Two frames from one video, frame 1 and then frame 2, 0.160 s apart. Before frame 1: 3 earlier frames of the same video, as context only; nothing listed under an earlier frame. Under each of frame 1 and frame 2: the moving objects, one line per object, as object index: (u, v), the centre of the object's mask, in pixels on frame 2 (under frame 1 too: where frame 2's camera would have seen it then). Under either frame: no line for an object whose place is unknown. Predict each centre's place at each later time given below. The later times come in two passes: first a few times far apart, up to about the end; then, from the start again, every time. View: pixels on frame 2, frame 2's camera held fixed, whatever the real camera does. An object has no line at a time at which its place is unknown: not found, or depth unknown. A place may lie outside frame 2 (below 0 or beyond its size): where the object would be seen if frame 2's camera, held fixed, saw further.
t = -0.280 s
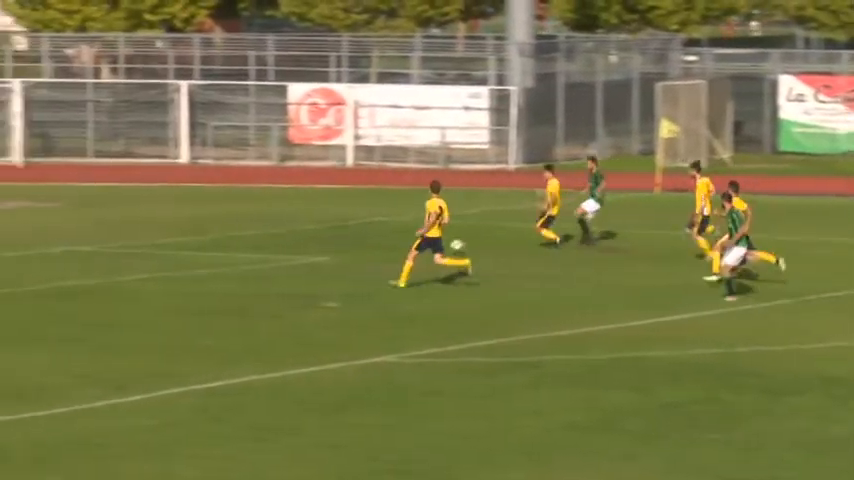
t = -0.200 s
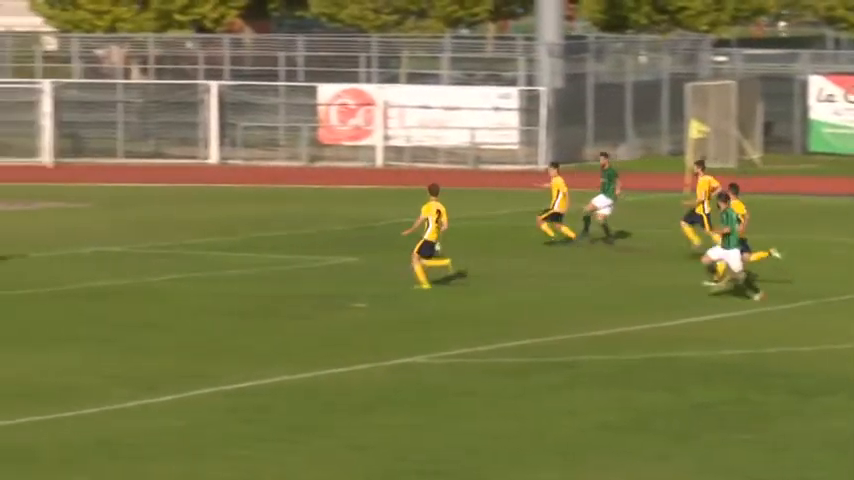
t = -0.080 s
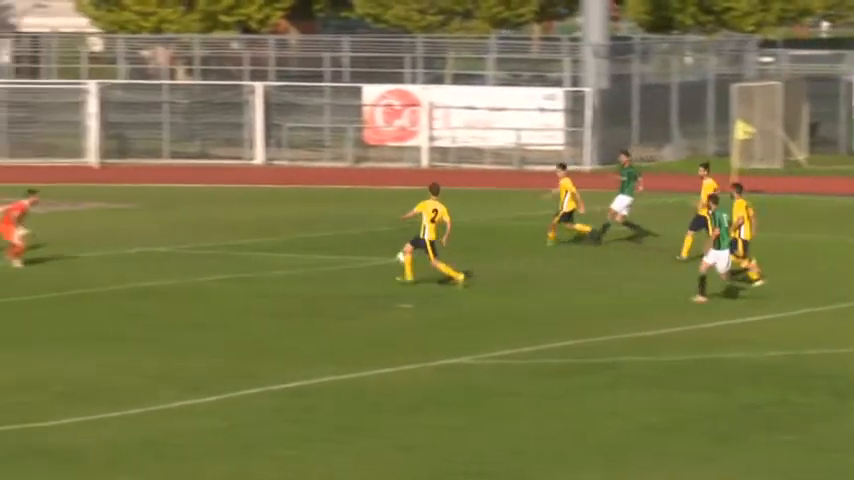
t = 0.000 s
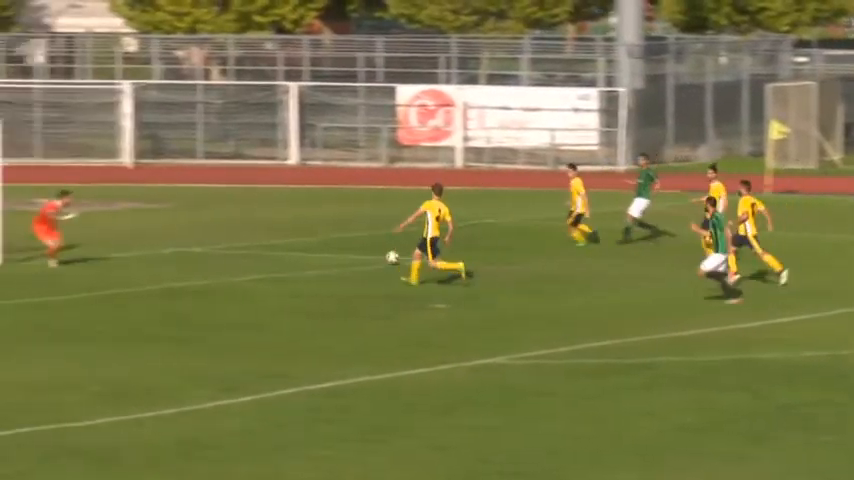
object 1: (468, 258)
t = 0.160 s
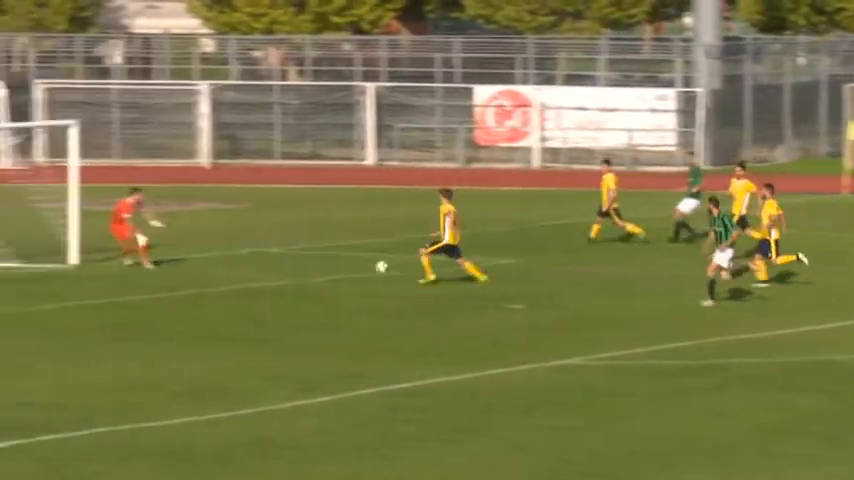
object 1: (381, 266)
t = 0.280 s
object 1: (327, 265)
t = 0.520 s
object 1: (228, 275)
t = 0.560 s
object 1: (214, 276)
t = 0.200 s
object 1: (362, 266)
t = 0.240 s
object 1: (344, 265)
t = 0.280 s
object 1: (327, 265)
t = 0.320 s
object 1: (309, 266)
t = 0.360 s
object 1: (291, 268)
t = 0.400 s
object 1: (273, 272)
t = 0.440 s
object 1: (257, 275)
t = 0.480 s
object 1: (242, 275)
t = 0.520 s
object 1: (228, 275)
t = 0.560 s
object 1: (214, 276)
